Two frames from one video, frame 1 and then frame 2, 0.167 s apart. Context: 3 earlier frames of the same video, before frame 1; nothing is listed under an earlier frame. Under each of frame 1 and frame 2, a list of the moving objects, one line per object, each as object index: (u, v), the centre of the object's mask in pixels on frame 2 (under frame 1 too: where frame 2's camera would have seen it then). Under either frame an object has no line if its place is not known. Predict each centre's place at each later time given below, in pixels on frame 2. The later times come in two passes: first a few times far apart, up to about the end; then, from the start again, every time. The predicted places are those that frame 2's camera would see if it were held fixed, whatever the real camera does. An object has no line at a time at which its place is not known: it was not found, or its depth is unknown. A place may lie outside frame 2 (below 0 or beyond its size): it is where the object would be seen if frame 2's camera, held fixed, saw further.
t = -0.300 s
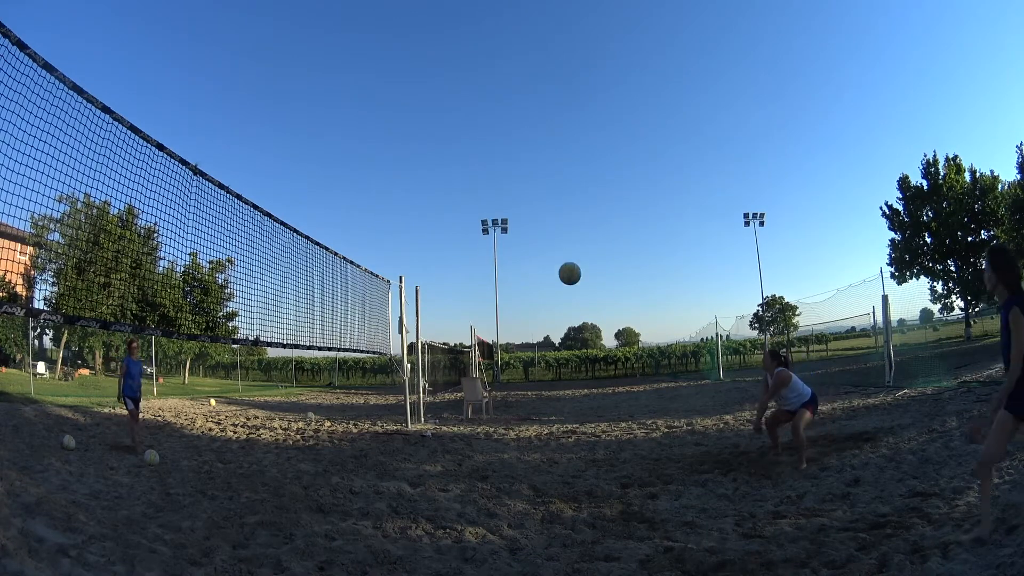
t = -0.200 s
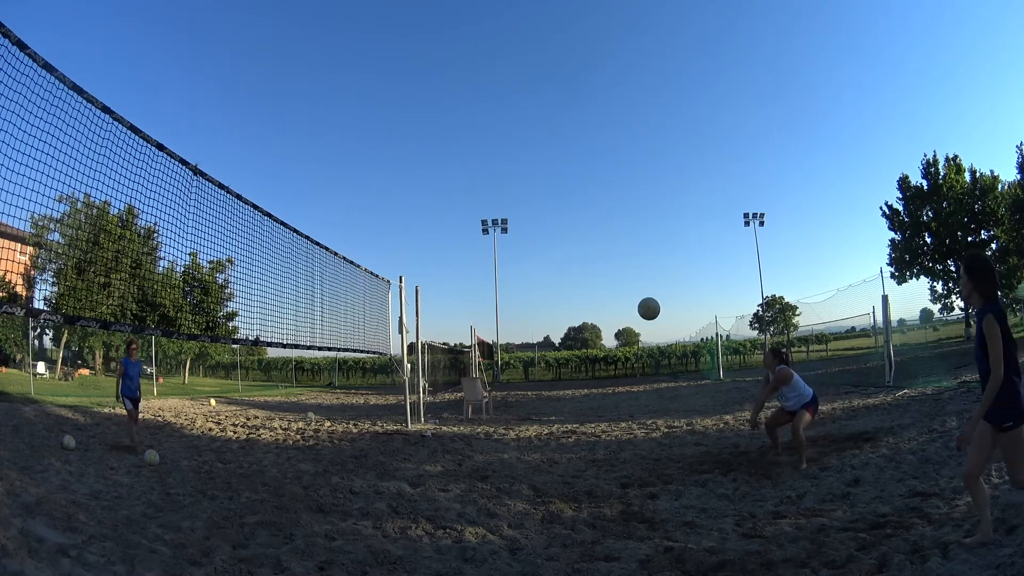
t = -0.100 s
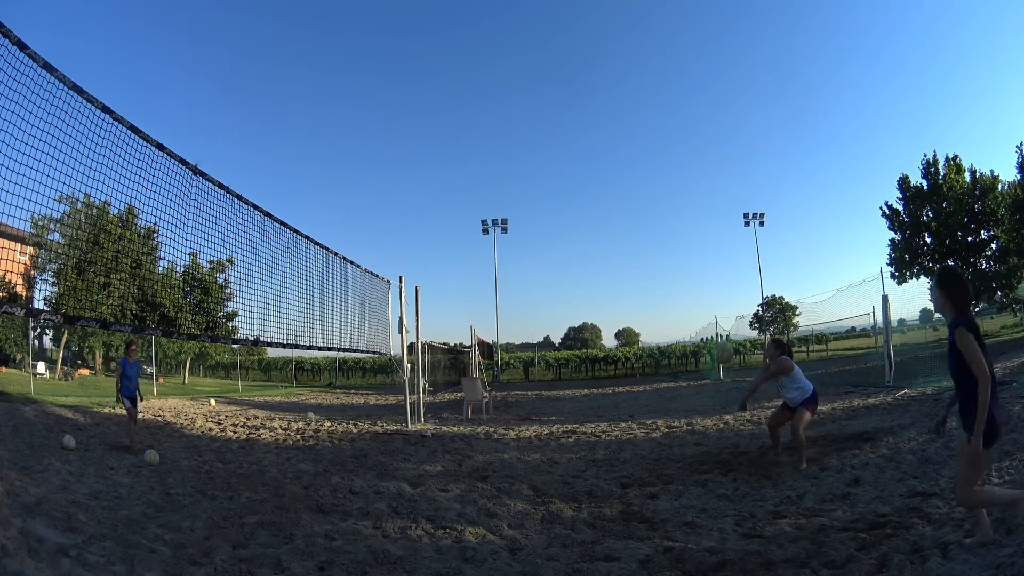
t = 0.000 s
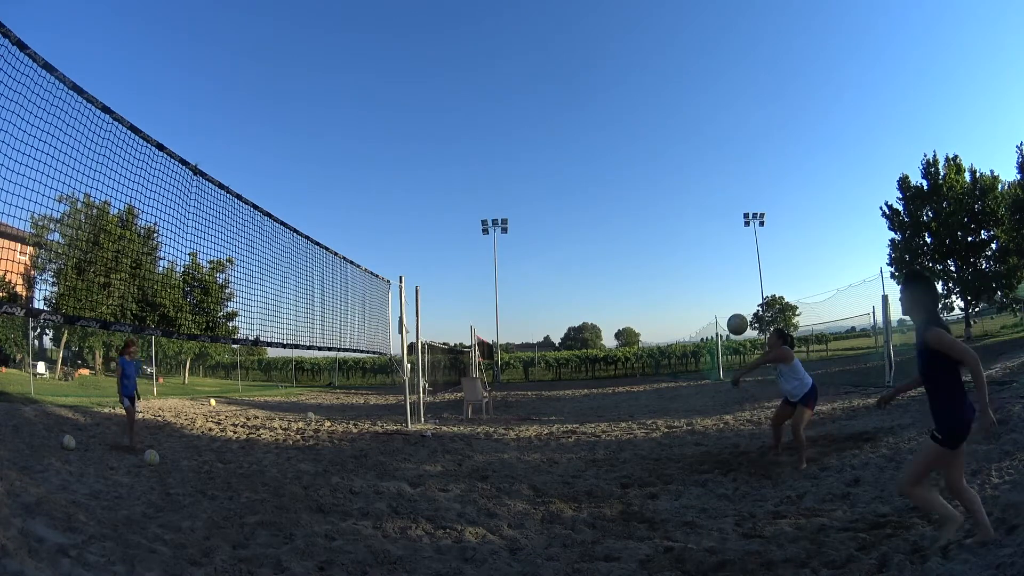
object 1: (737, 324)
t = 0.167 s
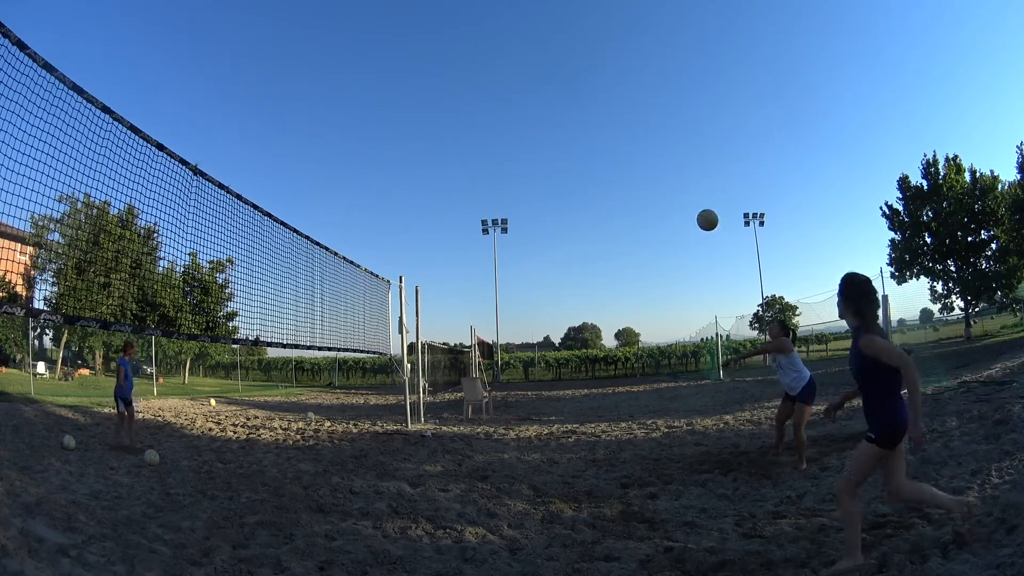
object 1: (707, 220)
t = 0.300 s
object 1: (683, 159)
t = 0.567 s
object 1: (641, 89)
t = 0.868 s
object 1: (603, 83)
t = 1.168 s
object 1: (572, 159)
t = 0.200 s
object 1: (701, 203)
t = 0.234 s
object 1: (695, 187)
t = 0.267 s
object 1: (689, 172)
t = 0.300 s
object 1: (683, 159)
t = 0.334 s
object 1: (677, 146)
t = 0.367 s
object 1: (671, 135)
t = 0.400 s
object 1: (666, 125)
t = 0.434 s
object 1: (661, 116)
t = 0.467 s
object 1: (655, 108)
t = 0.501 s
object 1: (650, 101)
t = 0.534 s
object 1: (645, 95)
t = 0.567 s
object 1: (641, 89)
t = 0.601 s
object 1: (636, 85)
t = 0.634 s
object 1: (632, 82)
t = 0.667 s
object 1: (627, 79)
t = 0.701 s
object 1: (623, 78)
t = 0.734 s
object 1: (619, 77)
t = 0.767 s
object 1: (615, 77)
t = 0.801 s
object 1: (611, 78)
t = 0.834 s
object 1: (607, 80)
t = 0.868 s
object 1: (603, 83)
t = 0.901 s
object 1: (600, 87)
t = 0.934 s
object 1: (596, 92)
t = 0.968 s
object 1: (593, 98)
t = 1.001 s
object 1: (589, 104)
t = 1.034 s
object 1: (585, 113)
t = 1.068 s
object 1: (582, 122)
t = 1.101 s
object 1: (579, 133)
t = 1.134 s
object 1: (575, 146)
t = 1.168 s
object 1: (572, 159)
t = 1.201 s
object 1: (568, 175)
